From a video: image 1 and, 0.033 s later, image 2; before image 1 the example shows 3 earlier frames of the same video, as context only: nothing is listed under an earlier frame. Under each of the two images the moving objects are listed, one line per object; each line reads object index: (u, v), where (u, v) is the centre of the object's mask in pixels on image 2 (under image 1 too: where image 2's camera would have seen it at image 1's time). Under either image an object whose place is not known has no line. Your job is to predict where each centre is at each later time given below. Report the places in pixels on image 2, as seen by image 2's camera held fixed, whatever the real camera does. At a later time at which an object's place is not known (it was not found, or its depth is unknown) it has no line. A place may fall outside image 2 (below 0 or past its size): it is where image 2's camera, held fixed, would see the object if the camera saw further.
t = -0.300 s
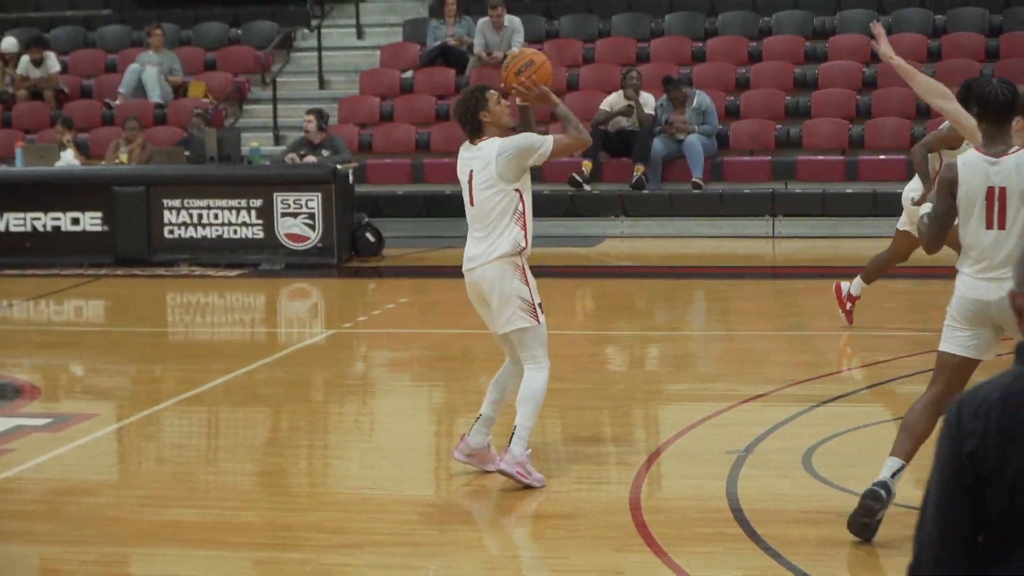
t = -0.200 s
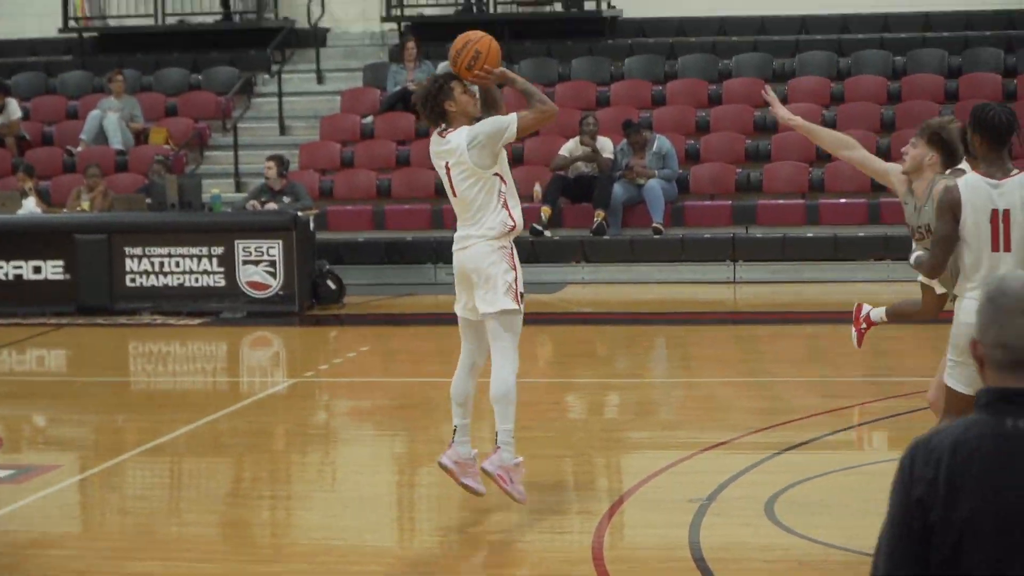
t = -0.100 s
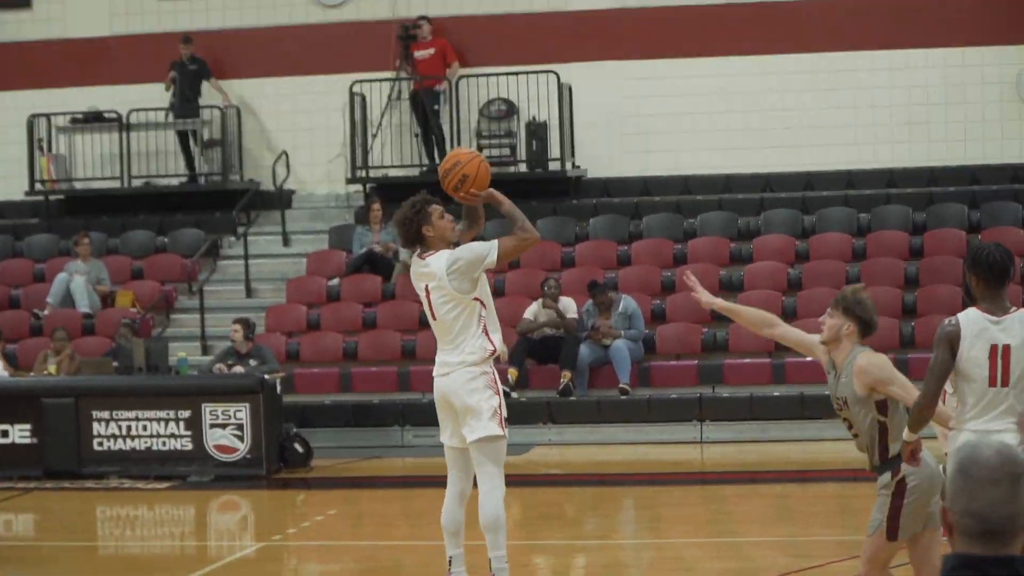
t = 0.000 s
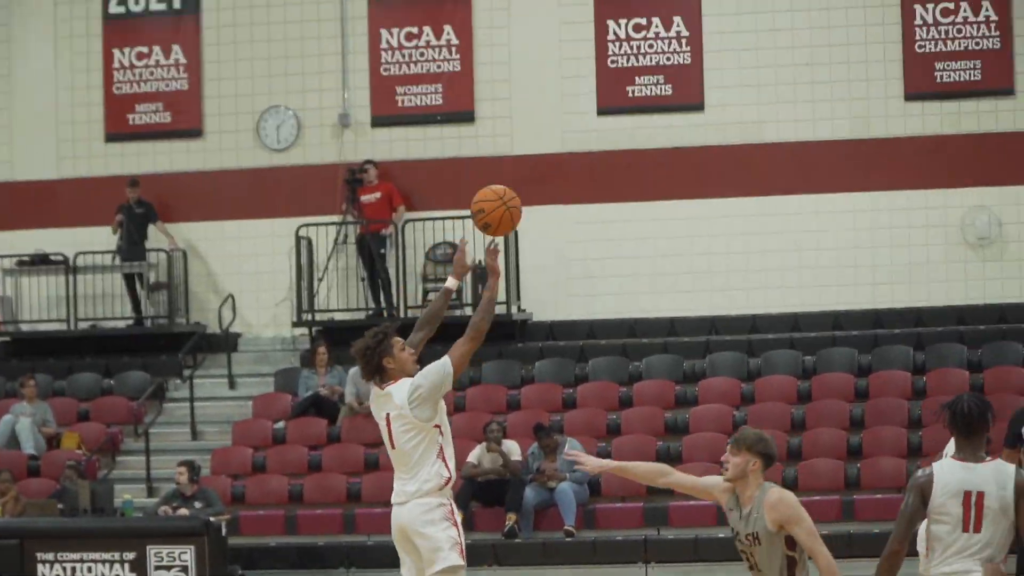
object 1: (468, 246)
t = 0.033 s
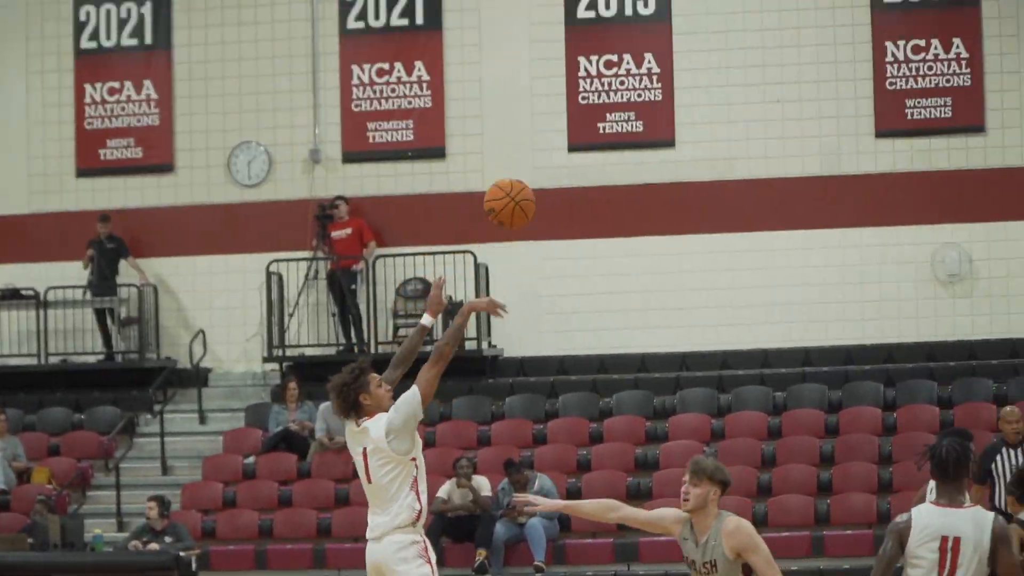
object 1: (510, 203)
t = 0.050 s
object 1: (531, 183)
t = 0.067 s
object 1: (552, 162)
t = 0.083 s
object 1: (573, 142)
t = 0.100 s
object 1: (594, 123)
